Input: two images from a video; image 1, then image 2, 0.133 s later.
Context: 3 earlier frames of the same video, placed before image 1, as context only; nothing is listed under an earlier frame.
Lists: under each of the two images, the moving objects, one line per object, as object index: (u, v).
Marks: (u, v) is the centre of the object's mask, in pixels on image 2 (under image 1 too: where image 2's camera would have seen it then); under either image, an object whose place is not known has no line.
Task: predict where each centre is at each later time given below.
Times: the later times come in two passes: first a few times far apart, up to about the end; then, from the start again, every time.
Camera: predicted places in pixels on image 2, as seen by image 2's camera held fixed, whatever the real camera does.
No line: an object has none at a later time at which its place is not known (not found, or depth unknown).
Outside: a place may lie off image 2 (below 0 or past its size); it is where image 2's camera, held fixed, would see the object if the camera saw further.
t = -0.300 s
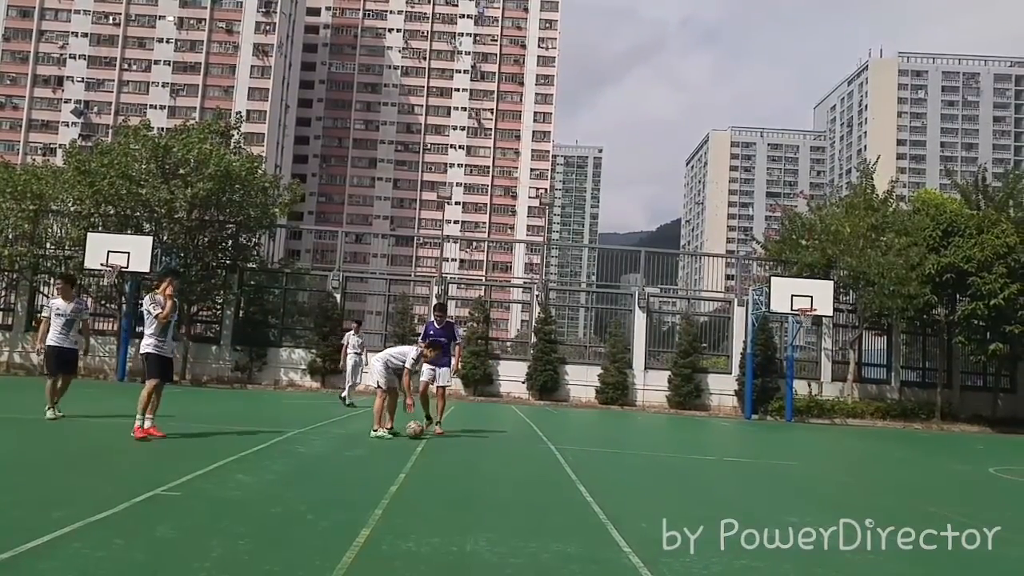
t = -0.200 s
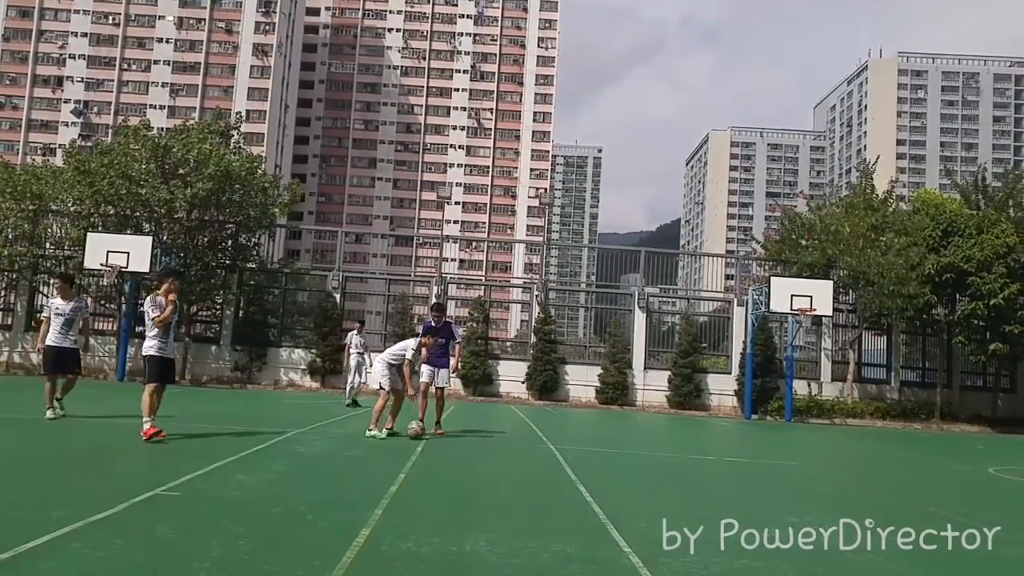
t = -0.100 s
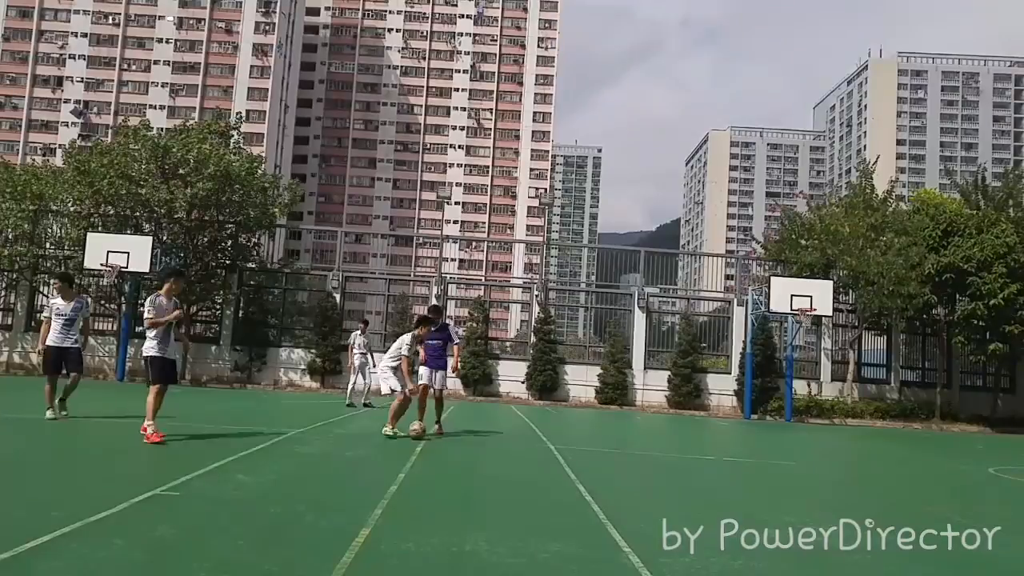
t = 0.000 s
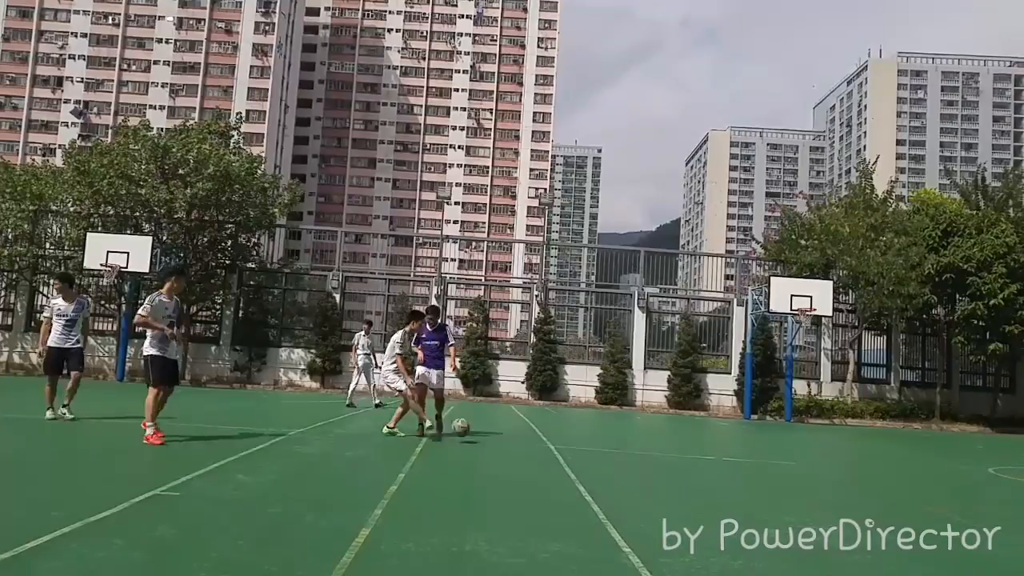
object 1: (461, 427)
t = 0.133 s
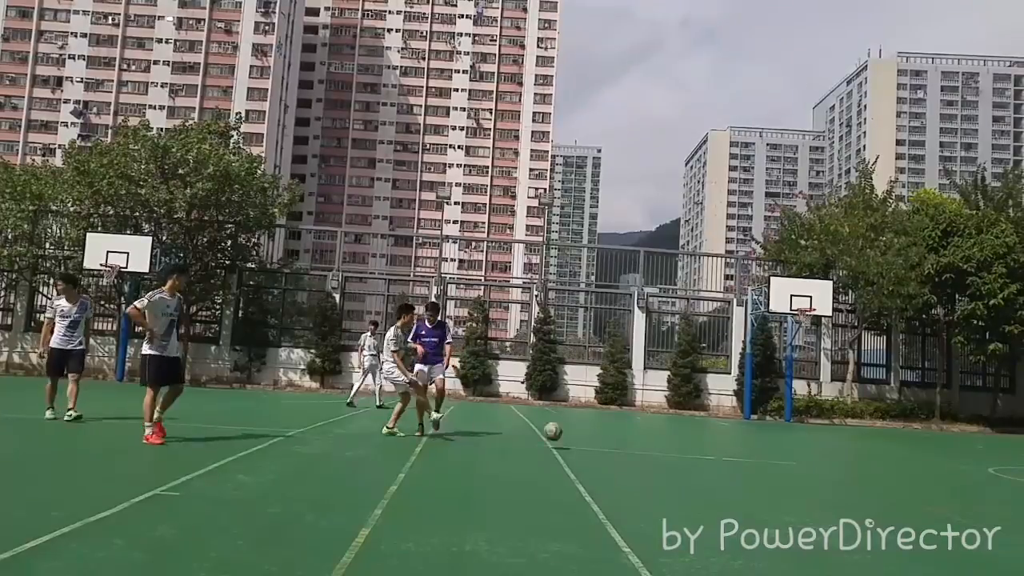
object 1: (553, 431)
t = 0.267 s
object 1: (640, 444)
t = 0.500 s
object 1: (761, 453)
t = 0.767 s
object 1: (863, 455)
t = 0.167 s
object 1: (576, 435)
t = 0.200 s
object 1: (598, 438)
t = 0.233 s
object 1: (621, 444)
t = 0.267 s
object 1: (640, 444)
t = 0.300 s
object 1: (658, 443)
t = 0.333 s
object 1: (676, 444)
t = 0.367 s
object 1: (694, 444)
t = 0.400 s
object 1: (712, 446)
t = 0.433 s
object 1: (729, 450)
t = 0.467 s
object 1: (746, 453)
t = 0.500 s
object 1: (761, 453)
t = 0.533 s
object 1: (775, 452)
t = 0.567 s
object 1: (788, 452)
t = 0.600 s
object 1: (800, 453)
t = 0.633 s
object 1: (790, 453)
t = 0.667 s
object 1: (813, 458)
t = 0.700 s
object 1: (840, 459)
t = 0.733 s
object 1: (853, 457)
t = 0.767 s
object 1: (863, 455)
